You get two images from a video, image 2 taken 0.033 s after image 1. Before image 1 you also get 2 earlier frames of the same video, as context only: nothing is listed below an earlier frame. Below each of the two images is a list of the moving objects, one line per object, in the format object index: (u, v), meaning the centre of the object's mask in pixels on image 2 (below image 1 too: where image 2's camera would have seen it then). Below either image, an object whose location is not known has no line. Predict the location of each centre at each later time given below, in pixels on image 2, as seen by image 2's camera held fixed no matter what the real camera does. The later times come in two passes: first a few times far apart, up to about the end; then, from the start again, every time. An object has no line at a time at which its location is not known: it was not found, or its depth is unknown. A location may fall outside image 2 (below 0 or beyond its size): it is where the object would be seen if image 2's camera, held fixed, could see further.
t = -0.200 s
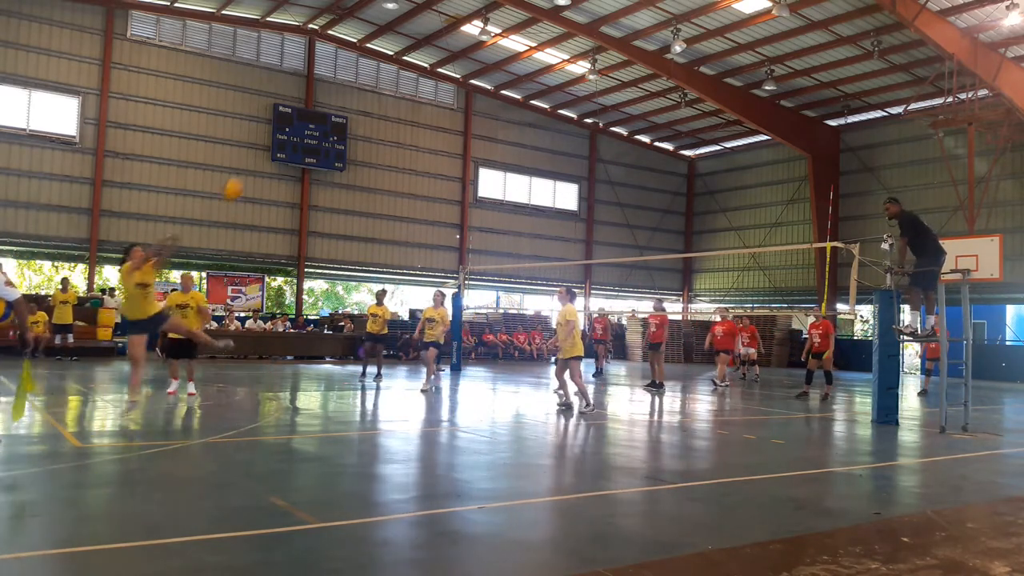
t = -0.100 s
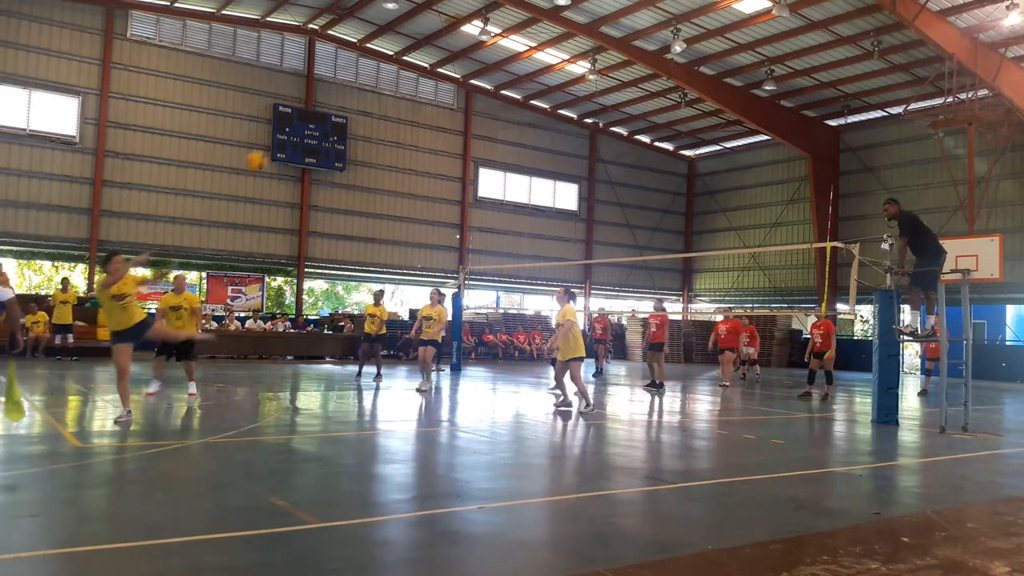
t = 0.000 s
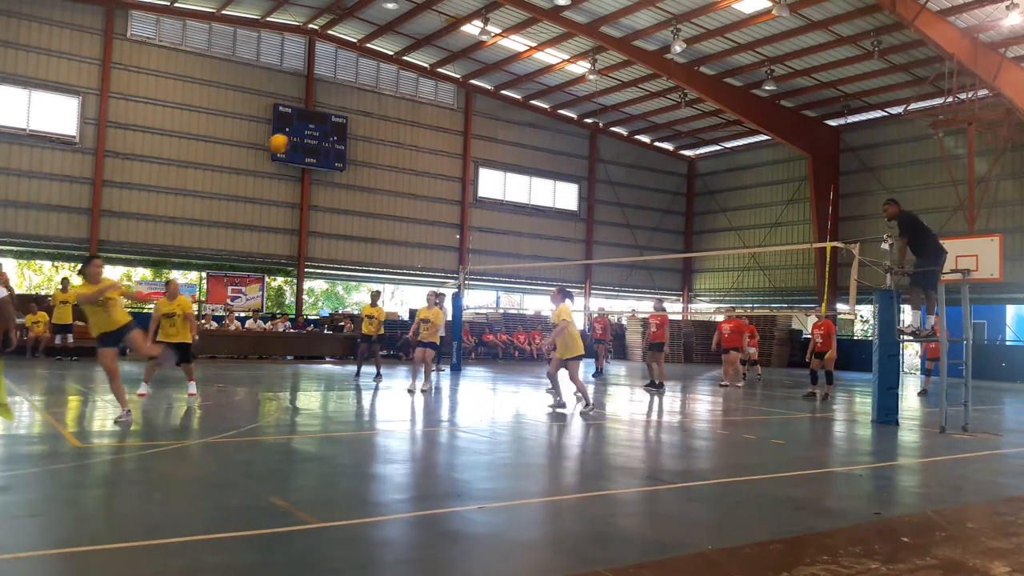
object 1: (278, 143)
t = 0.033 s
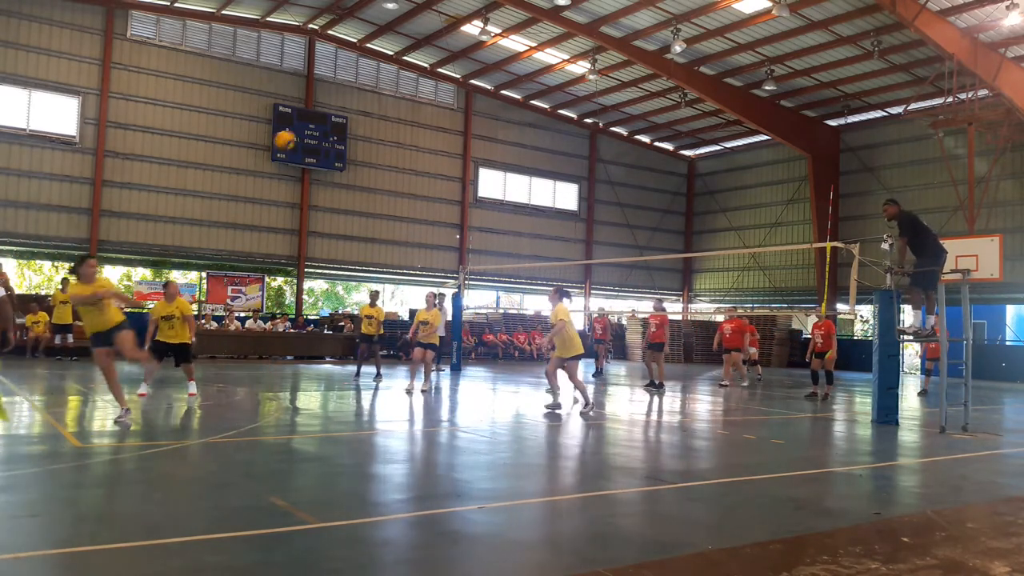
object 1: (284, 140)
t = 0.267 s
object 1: (326, 141)
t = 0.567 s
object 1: (368, 197)
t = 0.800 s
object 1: (392, 279)
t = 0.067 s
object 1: (291, 137)
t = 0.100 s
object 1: (298, 136)
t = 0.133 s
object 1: (304, 135)
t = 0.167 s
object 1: (310, 136)
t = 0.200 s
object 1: (315, 136)
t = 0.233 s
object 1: (321, 139)
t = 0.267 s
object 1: (326, 141)
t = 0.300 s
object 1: (332, 145)
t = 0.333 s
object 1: (336, 148)
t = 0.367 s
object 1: (341, 154)
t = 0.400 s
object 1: (346, 160)
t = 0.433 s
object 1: (350, 167)
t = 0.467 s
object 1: (356, 174)
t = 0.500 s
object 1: (360, 181)
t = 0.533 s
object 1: (364, 188)
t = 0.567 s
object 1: (368, 197)
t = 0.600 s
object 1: (371, 209)
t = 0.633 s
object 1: (375, 219)
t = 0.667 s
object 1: (379, 229)
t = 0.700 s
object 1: (383, 241)
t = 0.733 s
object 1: (386, 253)
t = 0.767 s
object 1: (389, 265)
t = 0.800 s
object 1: (392, 279)
